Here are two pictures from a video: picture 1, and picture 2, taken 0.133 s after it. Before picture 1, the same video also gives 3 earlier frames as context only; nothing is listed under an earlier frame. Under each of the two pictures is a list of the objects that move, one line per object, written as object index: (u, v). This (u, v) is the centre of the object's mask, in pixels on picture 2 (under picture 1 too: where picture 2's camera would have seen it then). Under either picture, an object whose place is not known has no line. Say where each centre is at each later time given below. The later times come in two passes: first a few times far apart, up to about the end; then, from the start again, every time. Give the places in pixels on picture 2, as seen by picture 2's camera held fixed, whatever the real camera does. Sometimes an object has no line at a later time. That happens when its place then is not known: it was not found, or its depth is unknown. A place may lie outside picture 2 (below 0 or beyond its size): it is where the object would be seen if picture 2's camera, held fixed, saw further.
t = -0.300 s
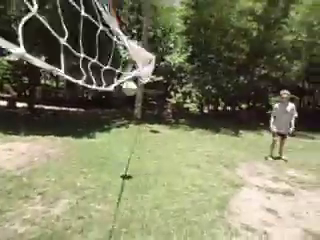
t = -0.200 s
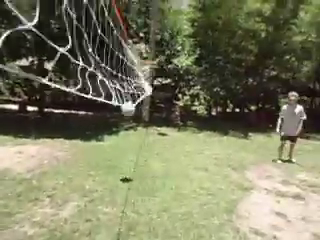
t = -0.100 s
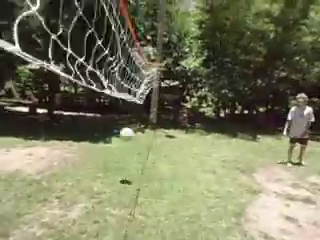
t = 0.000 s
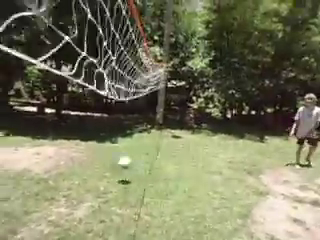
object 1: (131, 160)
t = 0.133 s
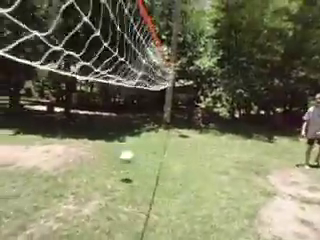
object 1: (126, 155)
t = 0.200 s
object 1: (126, 143)
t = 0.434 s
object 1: (122, 119)
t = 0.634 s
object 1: (119, 125)
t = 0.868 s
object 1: (114, 160)
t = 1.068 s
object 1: (109, 154)
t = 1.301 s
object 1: (99, 143)
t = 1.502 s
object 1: (92, 158)
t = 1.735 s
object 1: (82, 158)
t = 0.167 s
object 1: (127, 150)
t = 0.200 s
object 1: (126, 143)
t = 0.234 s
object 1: (125, 138)
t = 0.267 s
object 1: (124, 133)
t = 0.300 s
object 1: (124, 129)
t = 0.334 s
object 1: (124, 126)
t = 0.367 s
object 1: (123, 123)
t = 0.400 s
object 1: (123, 121)
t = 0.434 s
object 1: (122, 119)
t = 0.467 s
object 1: (121, 118)
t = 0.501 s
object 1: (121, 118)
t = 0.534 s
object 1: (120, 119)
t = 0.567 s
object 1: (120, 120)
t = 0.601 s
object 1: (119, 122)
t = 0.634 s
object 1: (119, 125)
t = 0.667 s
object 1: (118, 128)
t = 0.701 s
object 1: (118, 132)
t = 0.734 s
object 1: (117, 135)
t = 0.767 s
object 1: (117, 140)
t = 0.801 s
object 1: (115, 146)
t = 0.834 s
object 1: (115, 154)
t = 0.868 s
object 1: (114, 160)
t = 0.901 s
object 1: (114, 170)
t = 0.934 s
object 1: (113, 176)
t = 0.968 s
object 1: (112, 170)
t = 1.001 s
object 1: (111, 166)
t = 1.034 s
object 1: (110, 158)
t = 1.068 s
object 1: (109, 154)
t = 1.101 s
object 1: (107, 150)
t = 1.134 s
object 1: (106, 148)
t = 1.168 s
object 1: (104, 145)
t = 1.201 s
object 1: (103, 143)
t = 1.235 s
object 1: (101, 142)
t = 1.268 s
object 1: (100, 142)
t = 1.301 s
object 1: (99, 143)
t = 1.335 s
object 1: (98, 143)
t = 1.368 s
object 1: (97, 145)
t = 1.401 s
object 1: (95, 147)
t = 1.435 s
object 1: (95, 149)
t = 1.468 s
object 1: (92, 154)
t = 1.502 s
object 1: (92, 158)
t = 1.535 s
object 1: (91, 163)
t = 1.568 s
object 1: (89, 170)
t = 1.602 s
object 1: (88, 170)
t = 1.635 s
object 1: (86, 167)
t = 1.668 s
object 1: (85, 161)
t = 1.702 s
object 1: (83, 159)
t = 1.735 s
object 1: (82, 158)
